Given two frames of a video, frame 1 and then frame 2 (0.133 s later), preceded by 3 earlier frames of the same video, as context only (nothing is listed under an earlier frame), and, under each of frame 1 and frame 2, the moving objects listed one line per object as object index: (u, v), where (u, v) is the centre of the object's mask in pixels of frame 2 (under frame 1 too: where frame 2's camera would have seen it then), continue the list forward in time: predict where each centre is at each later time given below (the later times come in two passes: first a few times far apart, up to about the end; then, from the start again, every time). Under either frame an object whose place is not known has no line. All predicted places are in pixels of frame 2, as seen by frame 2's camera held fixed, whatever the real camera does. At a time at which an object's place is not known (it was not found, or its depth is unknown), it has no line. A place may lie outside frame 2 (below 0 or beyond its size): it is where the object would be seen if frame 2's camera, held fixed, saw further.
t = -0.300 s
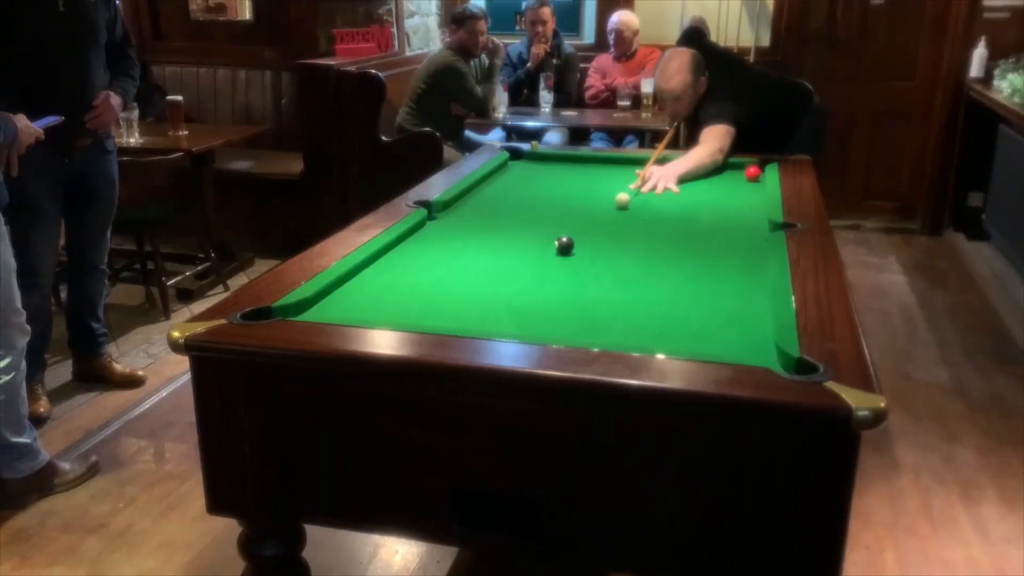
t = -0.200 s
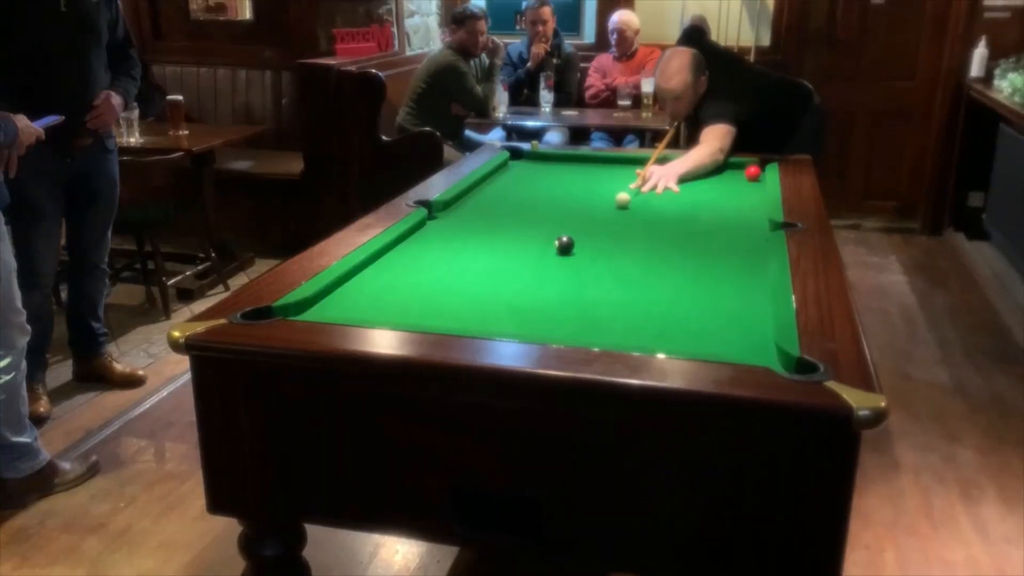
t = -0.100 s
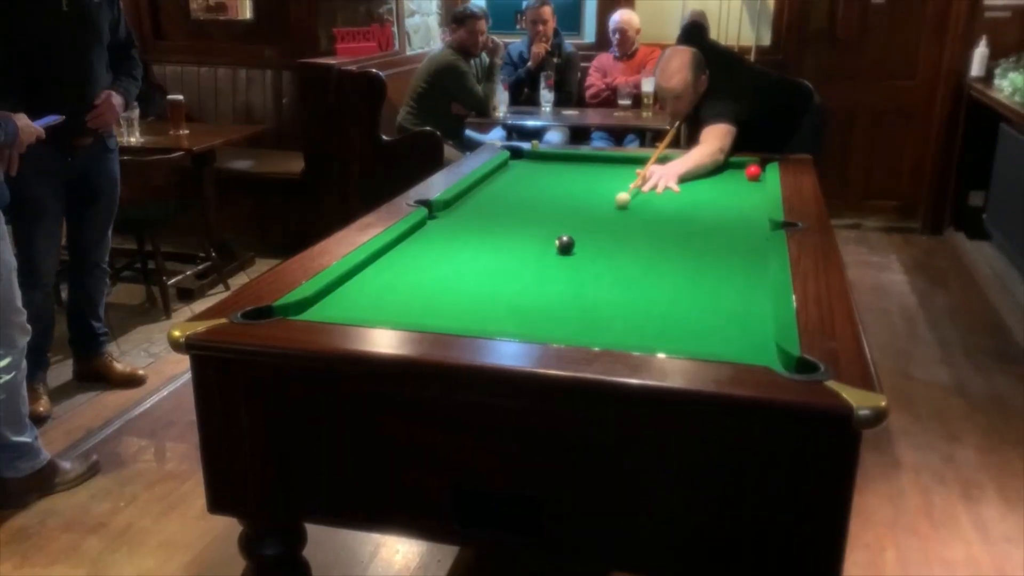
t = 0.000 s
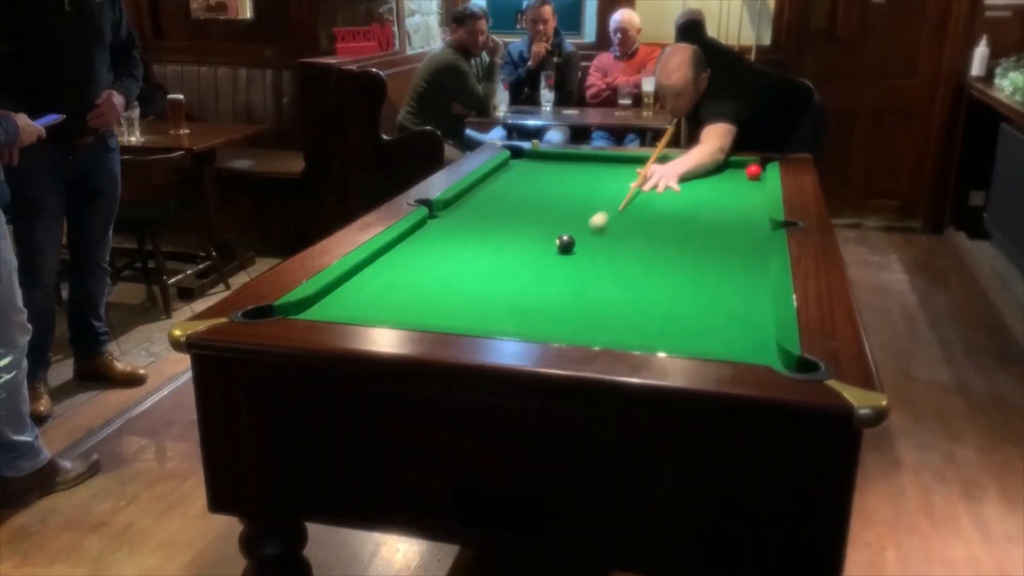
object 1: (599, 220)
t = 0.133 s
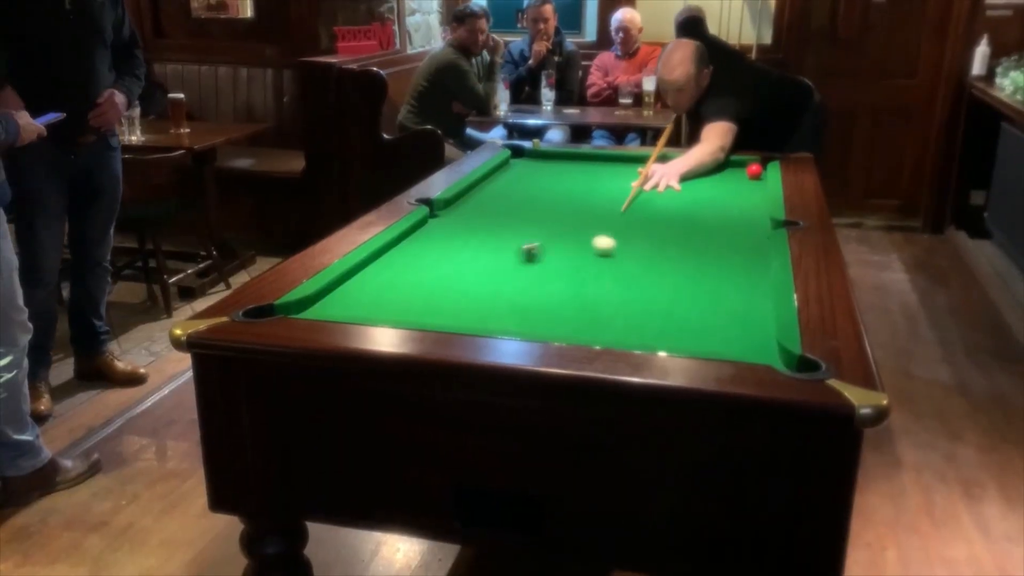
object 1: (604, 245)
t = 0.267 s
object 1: (644, 257)
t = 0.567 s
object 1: (743, 286)
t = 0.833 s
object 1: (716, 299)
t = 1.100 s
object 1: (664, 308)
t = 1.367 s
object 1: (616, 315)
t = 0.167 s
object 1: (614, 248)
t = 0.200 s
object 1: (624, 251)
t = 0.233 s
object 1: (634, 254)
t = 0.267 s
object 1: (644, 257)
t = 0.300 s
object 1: (654, 260)
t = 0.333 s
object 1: (665, 263)
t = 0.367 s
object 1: (676, 266)
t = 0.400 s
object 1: (687, 270)
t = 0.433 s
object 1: (697, 273)
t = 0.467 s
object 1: (709, 276)
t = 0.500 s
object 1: (720, 279)
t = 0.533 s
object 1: (731, 282)
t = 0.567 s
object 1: (743, 286)
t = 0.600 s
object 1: (755, 290)
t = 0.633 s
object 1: (758, 292)
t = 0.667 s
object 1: (750, 293)
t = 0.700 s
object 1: (742, 294)
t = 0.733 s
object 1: (736, 295)
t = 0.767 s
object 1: (728, 296)
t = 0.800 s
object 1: (722, 298)
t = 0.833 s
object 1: (716, 299)
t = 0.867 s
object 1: (709, 300)
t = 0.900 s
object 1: (703, 301)
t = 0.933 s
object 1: (696, 302)
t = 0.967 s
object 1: (689, 303)
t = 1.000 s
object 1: (683, 305)
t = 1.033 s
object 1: (676, 305)
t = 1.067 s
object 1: (670, 306)
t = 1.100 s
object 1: (664, 308)
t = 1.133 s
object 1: (658, 309)
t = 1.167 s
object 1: (652, 309)
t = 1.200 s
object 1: (646, 310)
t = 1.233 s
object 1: (640, 311)
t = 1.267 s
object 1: (634, 312)
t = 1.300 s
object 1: (628, 313)
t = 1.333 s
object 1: (622, 314)
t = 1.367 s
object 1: (616, 315)
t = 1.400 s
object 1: (611, 315)
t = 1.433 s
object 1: (605, 316)
